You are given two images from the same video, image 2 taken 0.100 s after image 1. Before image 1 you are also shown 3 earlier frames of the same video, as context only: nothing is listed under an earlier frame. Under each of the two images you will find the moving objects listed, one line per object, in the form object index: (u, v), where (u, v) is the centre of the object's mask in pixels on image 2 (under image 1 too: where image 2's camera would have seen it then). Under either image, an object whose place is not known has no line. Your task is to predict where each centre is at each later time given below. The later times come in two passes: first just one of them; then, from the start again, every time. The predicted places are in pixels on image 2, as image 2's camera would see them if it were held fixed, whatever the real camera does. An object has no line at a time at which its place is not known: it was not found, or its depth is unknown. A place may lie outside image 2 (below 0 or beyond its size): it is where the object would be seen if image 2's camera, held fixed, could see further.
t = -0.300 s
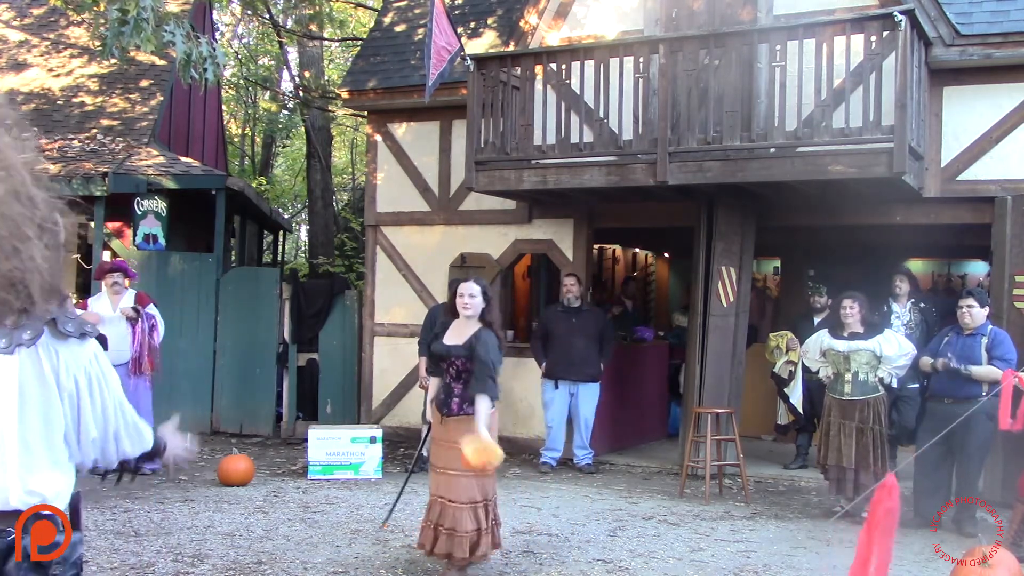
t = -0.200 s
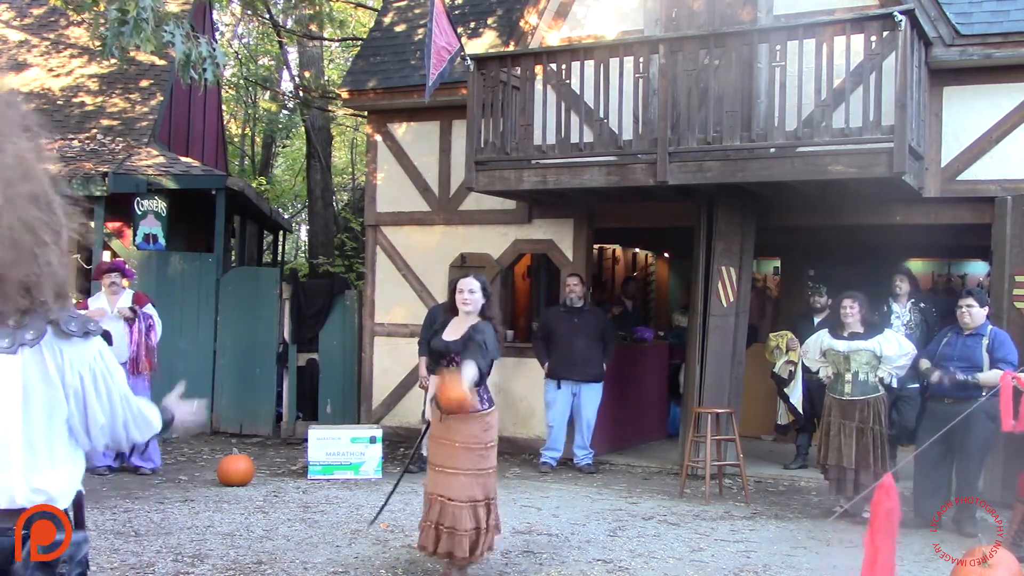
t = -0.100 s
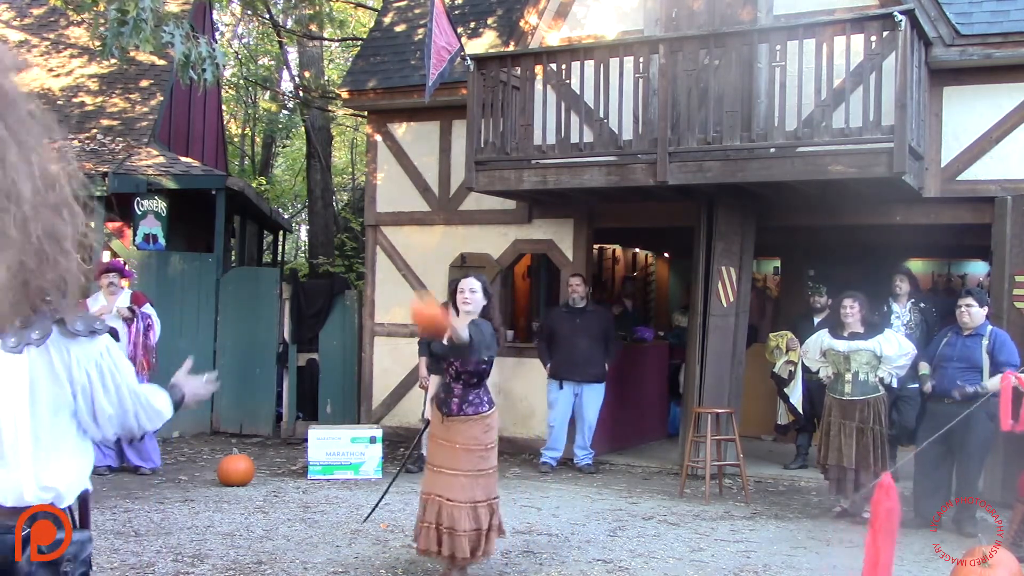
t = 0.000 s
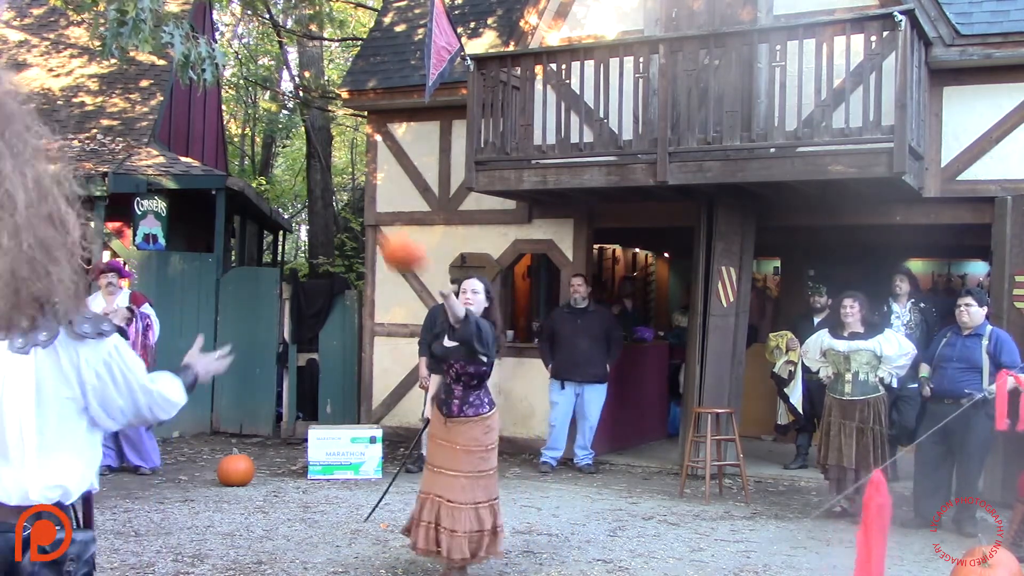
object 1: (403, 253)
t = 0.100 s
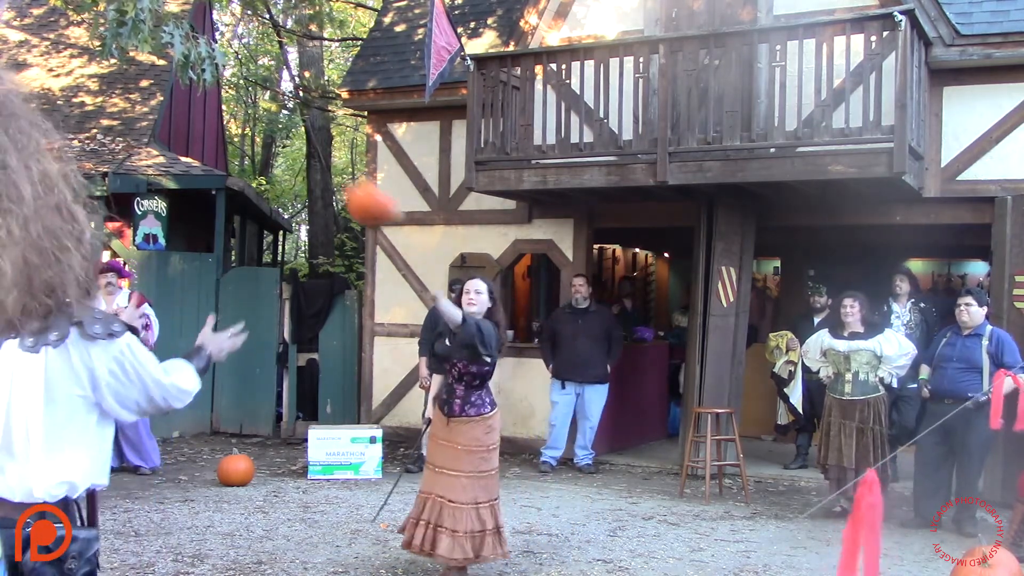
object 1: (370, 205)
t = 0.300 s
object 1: (292, 170)
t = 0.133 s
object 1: (357, 191)
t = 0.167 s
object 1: (345, 182)
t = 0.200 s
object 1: (334, 175)
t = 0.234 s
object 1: (321, 170)
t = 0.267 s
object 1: (306, 169)
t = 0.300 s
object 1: (292, 170)
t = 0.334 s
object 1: (275, 175)
